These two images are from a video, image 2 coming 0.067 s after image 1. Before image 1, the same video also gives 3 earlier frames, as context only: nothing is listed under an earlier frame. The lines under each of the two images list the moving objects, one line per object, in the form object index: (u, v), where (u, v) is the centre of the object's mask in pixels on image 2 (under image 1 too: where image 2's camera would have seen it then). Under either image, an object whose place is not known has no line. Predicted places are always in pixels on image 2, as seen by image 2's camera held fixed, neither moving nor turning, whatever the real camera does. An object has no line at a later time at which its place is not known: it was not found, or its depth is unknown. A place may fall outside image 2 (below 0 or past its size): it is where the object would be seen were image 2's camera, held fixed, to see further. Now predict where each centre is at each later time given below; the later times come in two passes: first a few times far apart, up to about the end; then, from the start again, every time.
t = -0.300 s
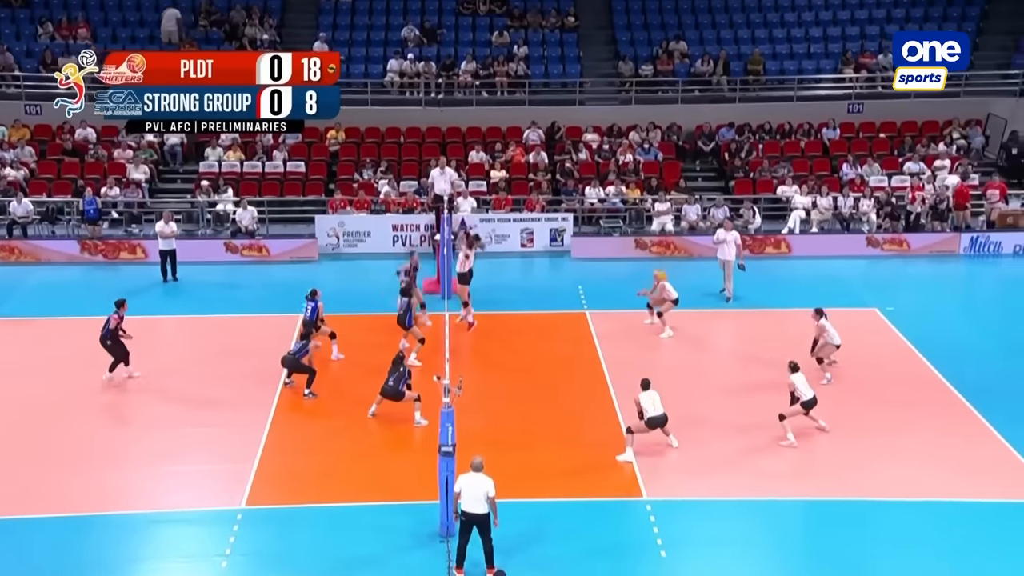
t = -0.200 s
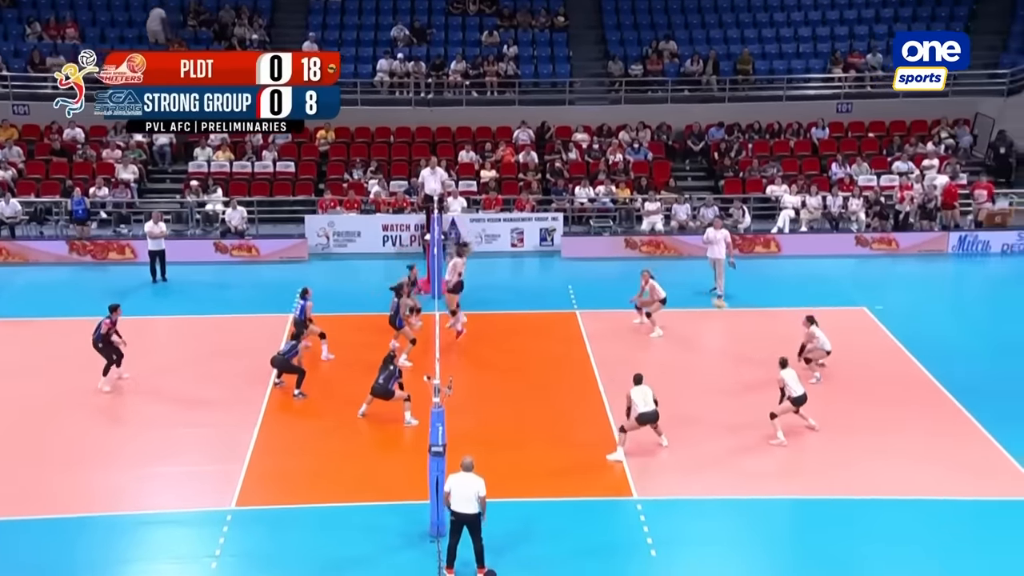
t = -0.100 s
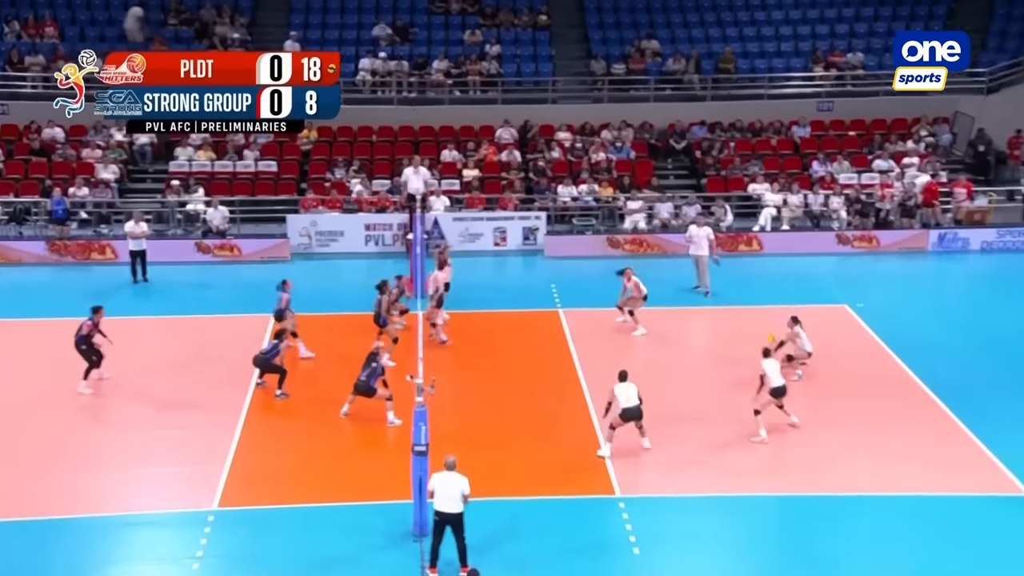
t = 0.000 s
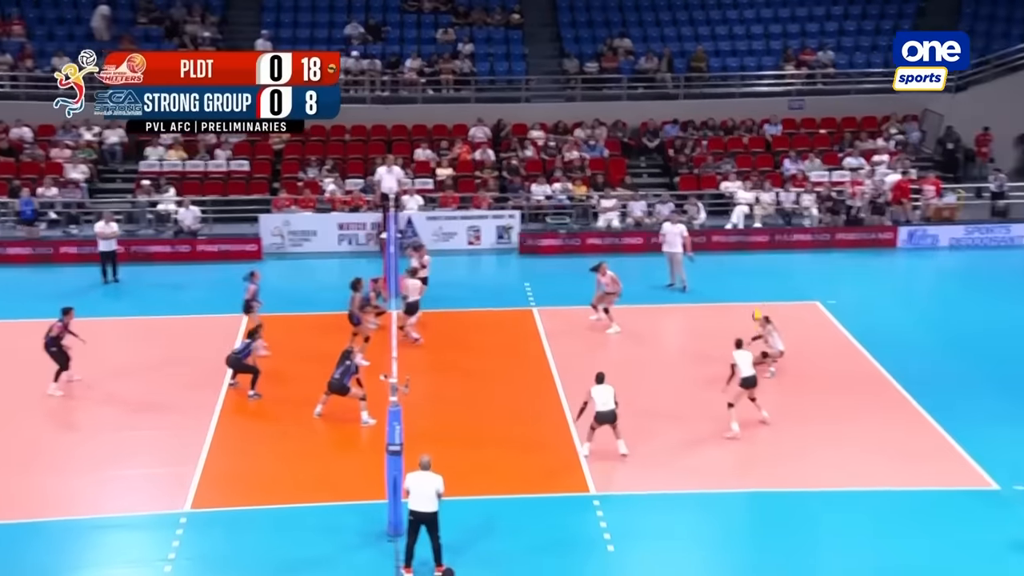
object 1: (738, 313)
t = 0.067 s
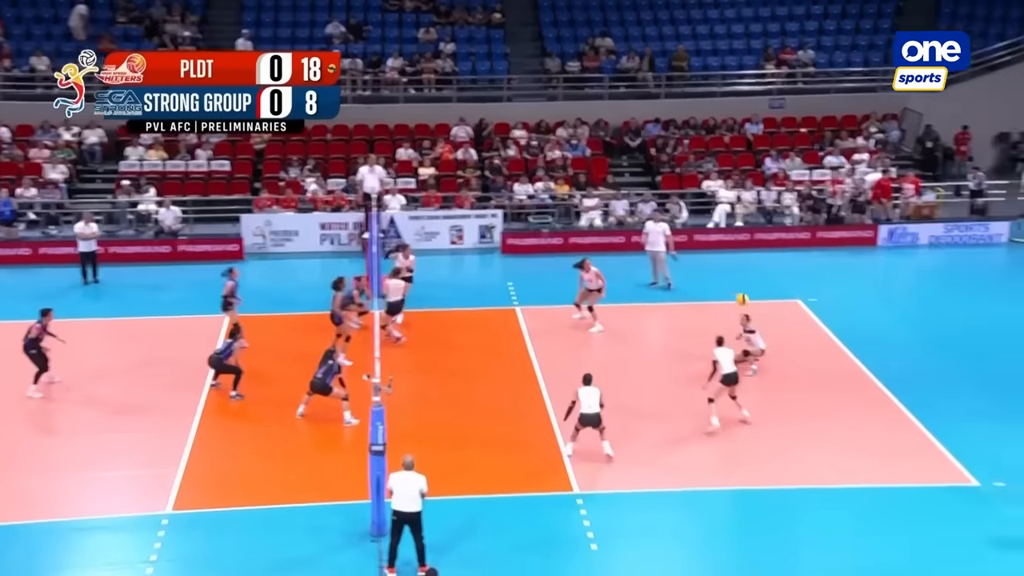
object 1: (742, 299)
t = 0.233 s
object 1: (753, 269)
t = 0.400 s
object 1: (767, 254)
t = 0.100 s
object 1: (744, 292)
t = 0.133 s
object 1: (746, 284)
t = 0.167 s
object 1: (749, 279)
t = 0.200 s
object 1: (751, 273)
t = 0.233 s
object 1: (753, 269)
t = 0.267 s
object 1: (756, 265)
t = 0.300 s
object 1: (759, 261)
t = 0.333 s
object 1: (761, 258)
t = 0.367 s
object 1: (765, 256)
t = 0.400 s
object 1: (767, 254)
